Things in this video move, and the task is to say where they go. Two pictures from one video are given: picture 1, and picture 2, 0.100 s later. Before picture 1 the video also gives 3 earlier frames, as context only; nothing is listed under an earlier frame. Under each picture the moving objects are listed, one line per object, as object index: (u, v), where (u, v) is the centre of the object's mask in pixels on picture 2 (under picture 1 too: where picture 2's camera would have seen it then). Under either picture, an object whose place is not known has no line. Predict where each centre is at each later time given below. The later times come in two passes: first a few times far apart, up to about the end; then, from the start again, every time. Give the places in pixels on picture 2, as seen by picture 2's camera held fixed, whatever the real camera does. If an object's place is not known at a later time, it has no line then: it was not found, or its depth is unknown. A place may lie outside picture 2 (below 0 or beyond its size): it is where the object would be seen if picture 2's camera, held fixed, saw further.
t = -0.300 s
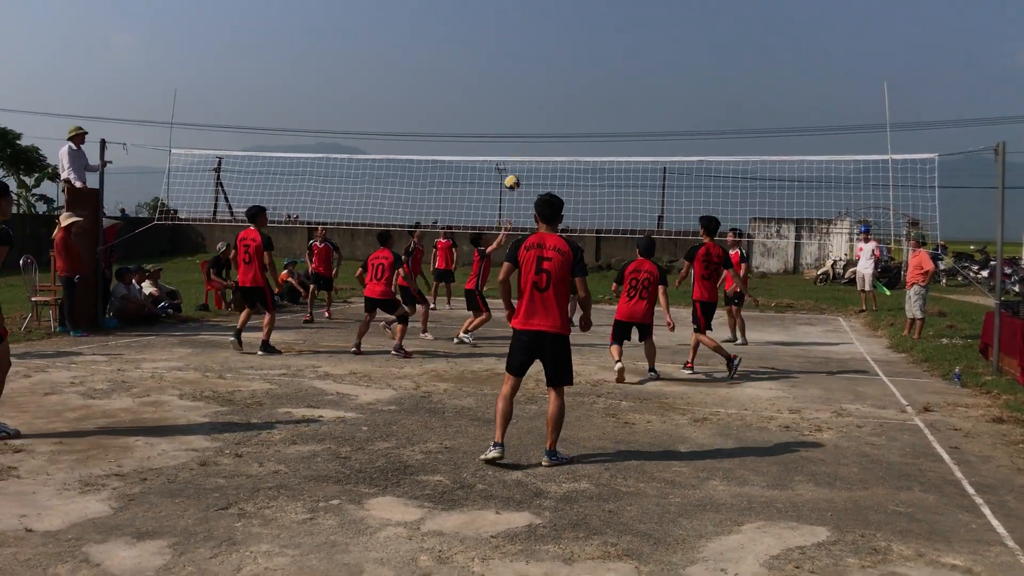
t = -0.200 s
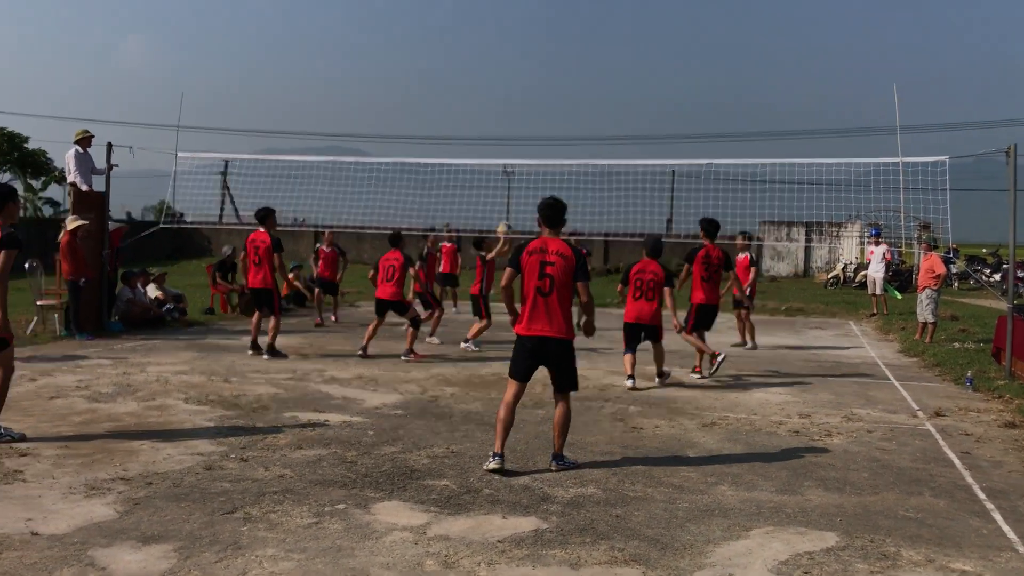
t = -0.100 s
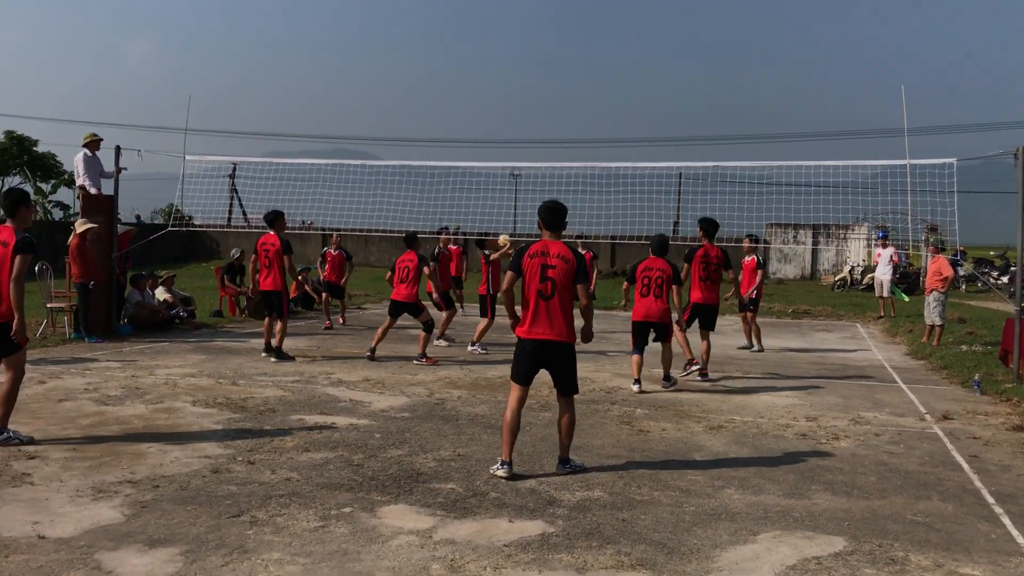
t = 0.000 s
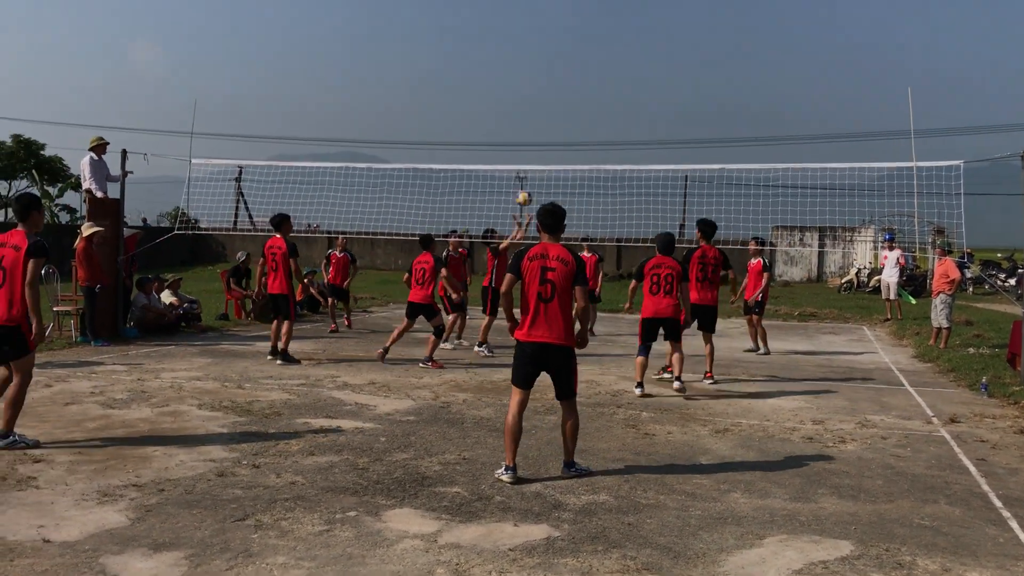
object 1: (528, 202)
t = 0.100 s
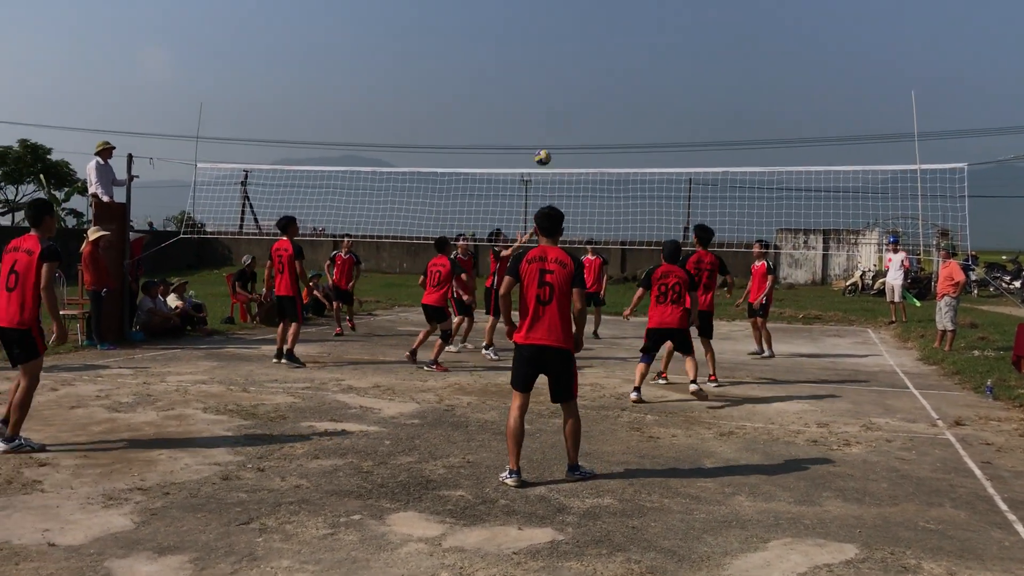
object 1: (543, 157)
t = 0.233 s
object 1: (563, 109)
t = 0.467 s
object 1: (599, 56)
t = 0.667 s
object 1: (629, 45)
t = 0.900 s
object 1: (663, 71)
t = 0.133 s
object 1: (548, 144)
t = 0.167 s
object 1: (552, 132)
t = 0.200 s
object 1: (558, 120)
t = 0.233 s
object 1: (563, 109)
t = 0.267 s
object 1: (568, 99)
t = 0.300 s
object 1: (573, 90)
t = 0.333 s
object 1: (578, 81)
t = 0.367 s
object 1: (583, 74)
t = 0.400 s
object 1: (588, 67)
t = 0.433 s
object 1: (594, 62)
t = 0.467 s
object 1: (599, 56)
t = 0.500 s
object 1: (604, 52)
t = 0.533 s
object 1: (609, 49)
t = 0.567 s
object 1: (614, 47)
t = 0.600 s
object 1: (619, 45)
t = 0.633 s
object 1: (624, 44)
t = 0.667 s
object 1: (629, 45)
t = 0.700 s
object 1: (634, 45)
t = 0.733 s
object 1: (639, 48)
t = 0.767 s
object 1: (644, 50)
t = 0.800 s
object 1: (649, 54)
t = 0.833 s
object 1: (653, 59)
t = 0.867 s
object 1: (658, 64)
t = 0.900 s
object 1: (663, 71)
